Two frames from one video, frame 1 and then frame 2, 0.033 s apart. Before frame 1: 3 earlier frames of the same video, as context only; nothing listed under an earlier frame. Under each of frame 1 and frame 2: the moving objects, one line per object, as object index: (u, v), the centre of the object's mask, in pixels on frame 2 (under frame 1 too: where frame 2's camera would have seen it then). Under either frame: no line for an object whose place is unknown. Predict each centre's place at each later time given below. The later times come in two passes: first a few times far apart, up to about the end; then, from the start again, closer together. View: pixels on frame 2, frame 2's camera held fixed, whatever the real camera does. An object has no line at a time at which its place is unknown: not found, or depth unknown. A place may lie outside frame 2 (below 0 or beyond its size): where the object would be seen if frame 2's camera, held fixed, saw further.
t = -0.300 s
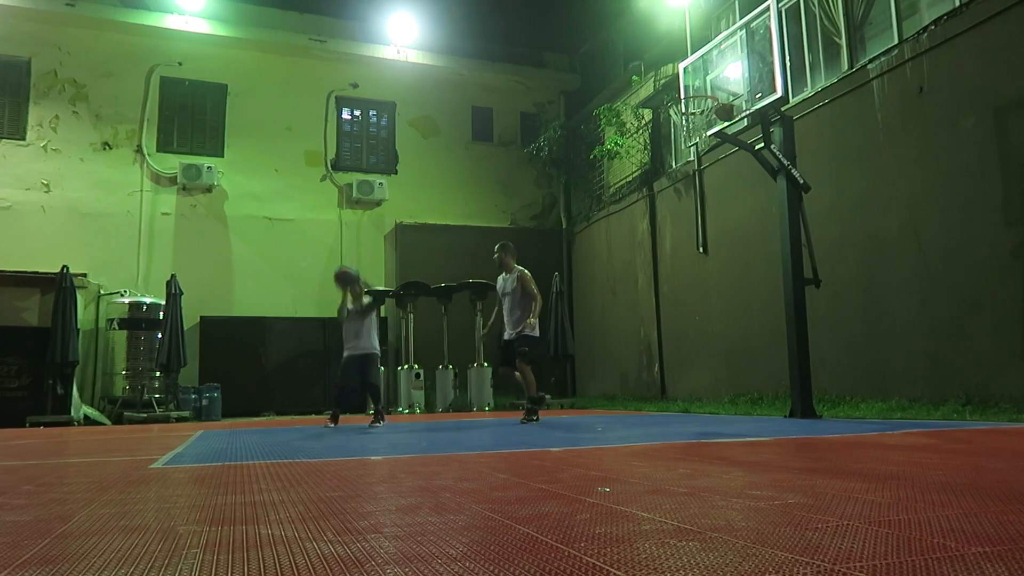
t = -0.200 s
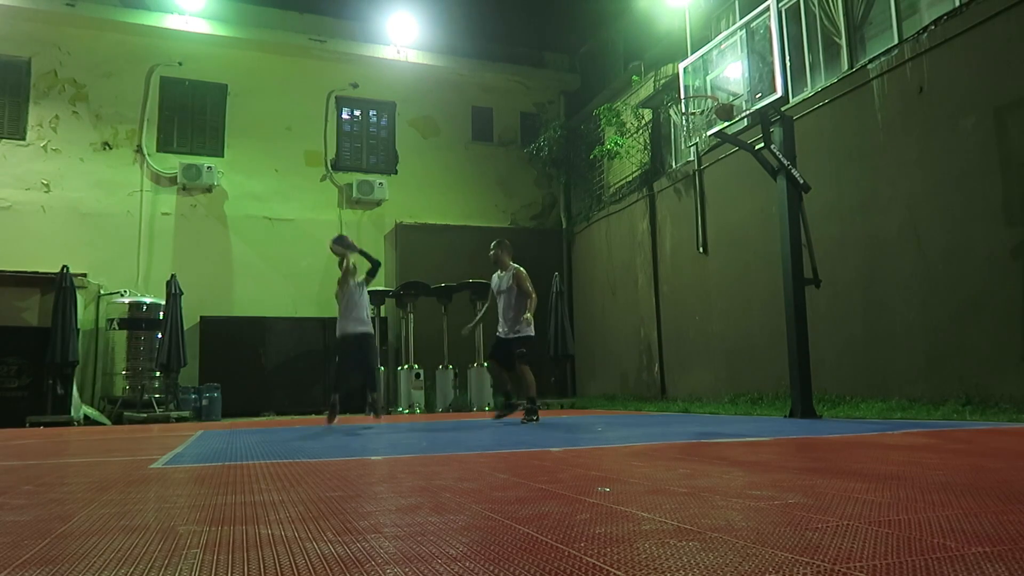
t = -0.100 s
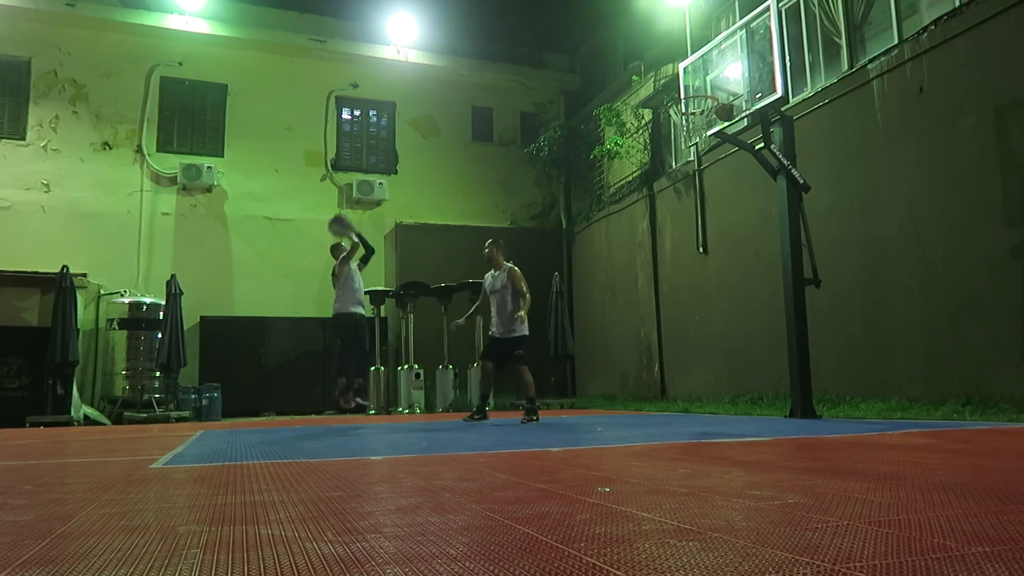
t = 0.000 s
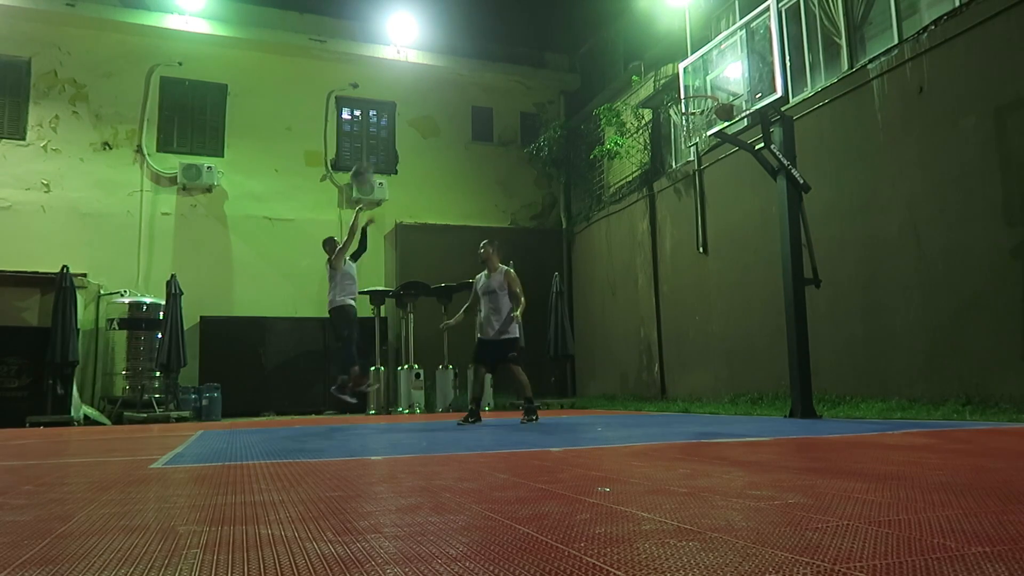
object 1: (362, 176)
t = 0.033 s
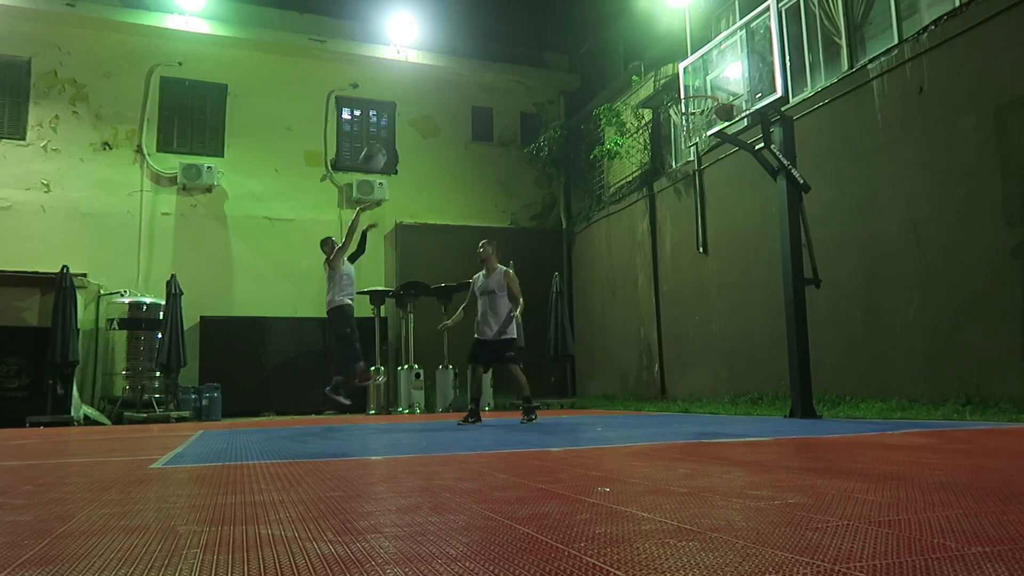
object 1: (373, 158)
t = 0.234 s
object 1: (435, 77)
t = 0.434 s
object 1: (499, 34)
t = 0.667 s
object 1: (577, 24)
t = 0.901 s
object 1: (659, 66)
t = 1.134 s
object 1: (704, 120)
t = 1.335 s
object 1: (675, 147)
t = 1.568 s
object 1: (650, 226)
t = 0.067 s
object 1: (383, 142)
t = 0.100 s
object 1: (393, 129)
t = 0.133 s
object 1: (404, 115)
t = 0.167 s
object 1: (415, 102)
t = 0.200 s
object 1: (424, 91)
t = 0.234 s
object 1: (435, 77)
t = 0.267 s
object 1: (446, 68)
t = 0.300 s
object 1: (457, 60)
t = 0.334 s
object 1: (468, 52)
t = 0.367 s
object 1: (478, 46)
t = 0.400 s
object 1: (488, 40)
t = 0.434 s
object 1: (499, 34)
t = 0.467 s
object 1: (510, 30)
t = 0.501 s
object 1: (521, 27)
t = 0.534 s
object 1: (532, 25)
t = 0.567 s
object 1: (543, 23)
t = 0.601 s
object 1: (554, 23)
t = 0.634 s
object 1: (566, 23)
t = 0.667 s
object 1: (577, 24)
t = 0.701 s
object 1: (587, 27)
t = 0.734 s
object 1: (599, 32)
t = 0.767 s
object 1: (610, 38)
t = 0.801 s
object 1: (623, 45)
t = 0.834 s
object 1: (635, 51)
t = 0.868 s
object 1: (646, 58)
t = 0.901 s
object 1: (659, 66)
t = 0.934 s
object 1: (670, 79)
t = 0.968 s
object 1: (681, 89)
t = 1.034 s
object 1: (709, 113)
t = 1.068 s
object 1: (710, 121)
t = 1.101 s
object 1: (707, 120)
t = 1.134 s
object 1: (704, 120)
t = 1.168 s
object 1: (698, 124)
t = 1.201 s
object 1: (694, 126)
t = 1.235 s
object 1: (688, 128)
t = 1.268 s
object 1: (685, 134)
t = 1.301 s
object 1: (681, 139)
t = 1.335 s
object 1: (675, 147)
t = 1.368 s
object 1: (672, 153)
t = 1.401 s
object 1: (668, 164)
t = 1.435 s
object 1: (664, 174)
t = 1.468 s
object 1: (661, 185)
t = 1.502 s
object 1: (658, 198)
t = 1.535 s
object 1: (654, 211)
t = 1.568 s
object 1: (650, 226)
